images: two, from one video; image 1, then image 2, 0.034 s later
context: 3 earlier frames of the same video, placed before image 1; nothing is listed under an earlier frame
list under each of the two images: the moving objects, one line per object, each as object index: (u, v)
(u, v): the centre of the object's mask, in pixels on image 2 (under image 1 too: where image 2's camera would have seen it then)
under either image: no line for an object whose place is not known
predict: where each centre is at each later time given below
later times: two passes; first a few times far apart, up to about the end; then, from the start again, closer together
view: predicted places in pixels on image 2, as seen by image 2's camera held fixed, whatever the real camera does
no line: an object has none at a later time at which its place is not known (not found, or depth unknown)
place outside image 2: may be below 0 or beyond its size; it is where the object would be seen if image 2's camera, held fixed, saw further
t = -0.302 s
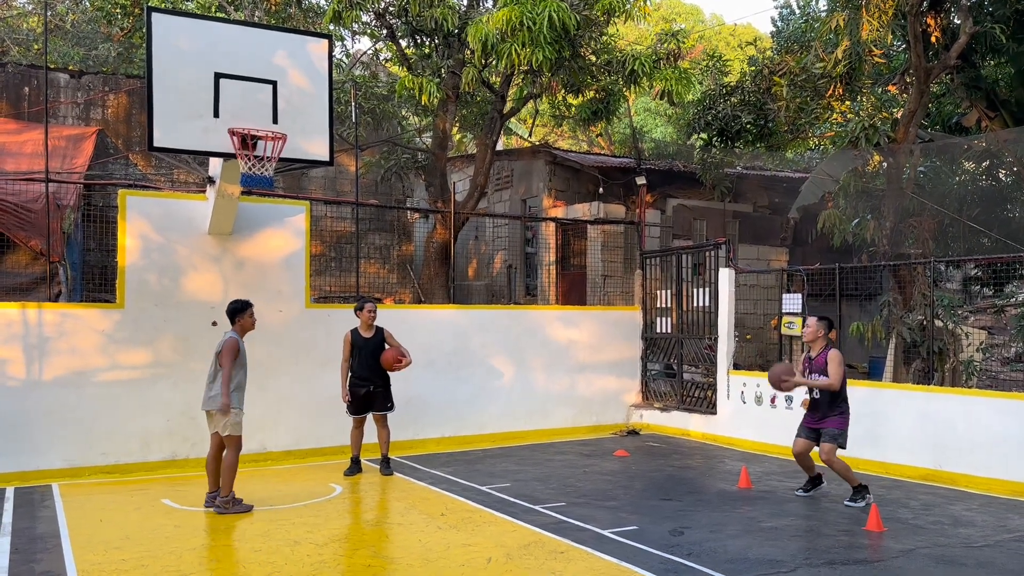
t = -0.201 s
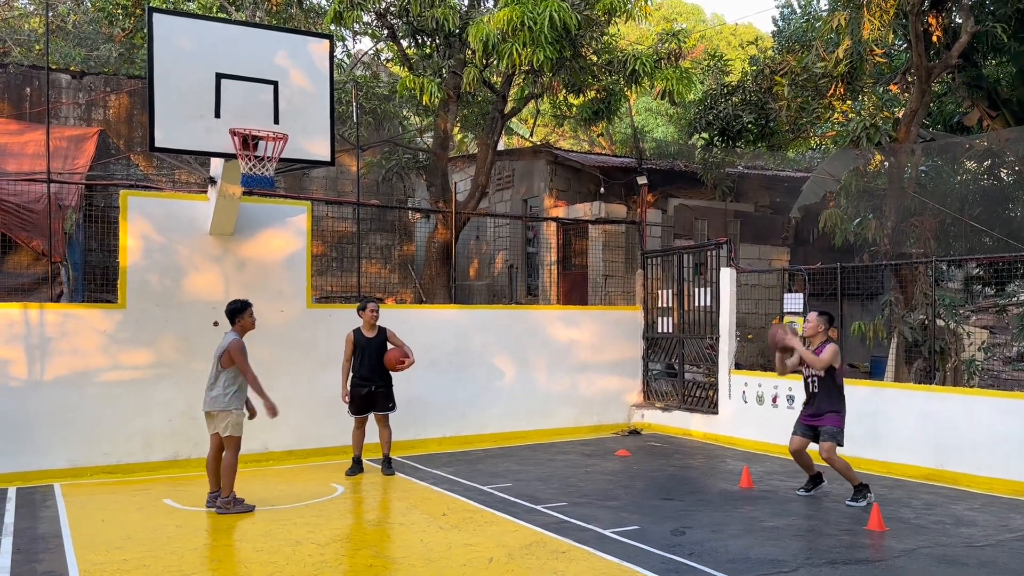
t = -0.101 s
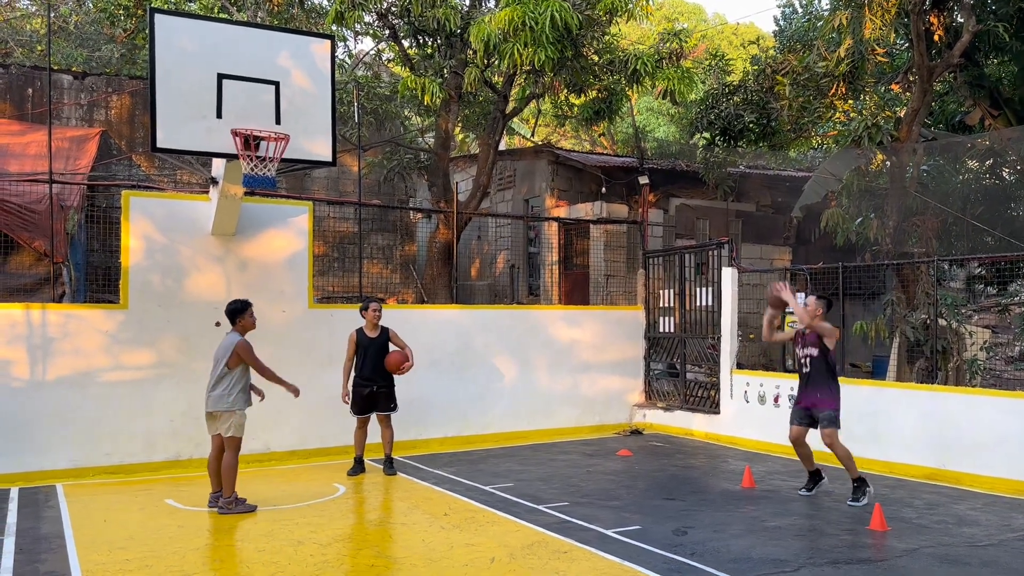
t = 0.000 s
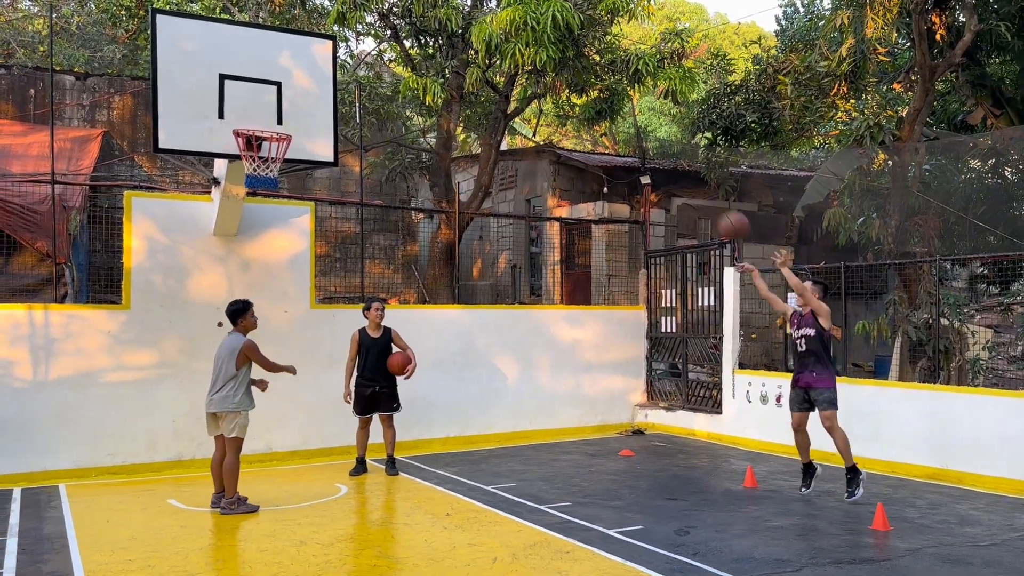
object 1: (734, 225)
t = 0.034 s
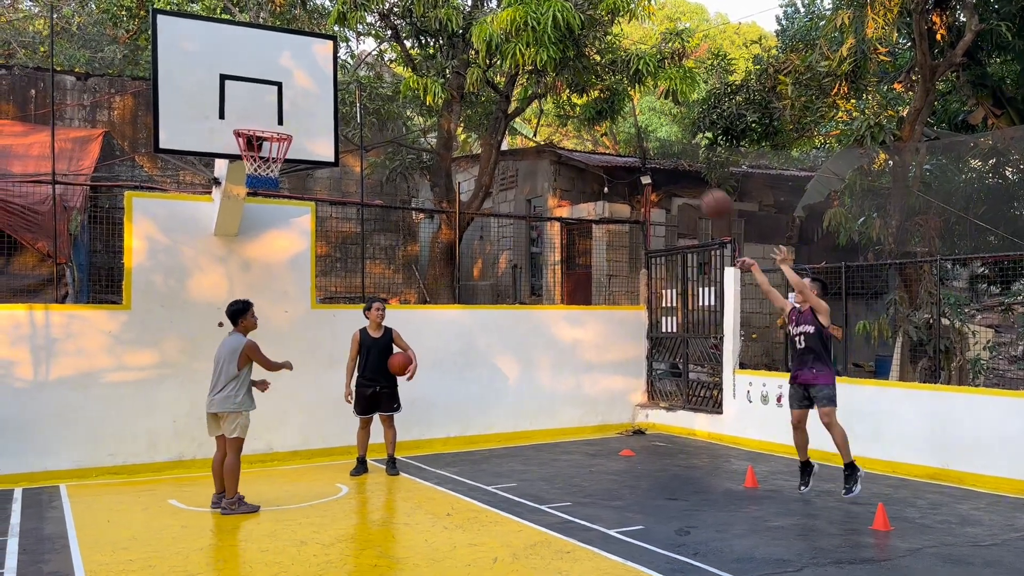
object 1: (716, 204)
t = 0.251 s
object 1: (601, 100)
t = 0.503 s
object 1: (475, 50)
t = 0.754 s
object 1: (357, 72)
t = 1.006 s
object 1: (244, 153)
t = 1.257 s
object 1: (232, 150)
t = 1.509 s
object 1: (265, 194)
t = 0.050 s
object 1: (706, 194)
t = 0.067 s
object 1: (698, 184)
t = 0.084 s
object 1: (689, 176)
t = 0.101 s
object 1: (680, 167)
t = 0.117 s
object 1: (671, 158)
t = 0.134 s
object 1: (661, 149)
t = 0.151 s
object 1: (653, 141)
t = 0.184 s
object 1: (635, 125)
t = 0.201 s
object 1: (626, 118)
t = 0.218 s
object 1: (617, 111)
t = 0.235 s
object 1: (609, 106)
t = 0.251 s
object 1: (601, 100)
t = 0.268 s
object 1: (592, 94)
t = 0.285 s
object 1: (584, 88)
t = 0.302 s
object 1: (575, 83)
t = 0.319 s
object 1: (568, 79)
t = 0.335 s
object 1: (559, 75)
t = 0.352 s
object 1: (550, 71)
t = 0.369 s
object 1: (542, 67)
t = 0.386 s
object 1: (534, 64)
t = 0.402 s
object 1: (525, 62)
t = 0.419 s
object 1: (516, 58)
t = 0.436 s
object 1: (509, 56)
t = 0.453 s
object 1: (500, 54)
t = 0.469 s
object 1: (492, 53)
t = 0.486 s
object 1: (484, 51)
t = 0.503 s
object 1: (475, 50)
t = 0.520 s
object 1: (467, 49)
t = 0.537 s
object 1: (459, 48)
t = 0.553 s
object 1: (452, 48)
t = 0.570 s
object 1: (444, 48)
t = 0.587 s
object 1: (436, 49)
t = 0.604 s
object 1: (429, 50)
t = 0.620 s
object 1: (419, 52)
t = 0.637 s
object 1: (412, 53)
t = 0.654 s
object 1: (404, 55)
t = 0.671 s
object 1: (396, 57)
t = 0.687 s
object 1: (388, 60)
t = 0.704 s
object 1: (379, 62)
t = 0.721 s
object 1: (372, 65)
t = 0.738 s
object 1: (365, 68)
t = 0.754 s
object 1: (357, 72)
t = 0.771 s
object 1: (348, 76)
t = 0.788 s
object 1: (341, 80)
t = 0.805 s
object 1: (334, 85)
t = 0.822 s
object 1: (325, 89)
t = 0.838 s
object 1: (318, 95)
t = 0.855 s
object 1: (311, 100)
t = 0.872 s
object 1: (303, 105)
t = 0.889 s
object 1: (296, 112)
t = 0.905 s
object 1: (288, 118)
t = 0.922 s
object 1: (280, 123)
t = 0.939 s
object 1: (272, 129)
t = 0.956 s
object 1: (264, 139)
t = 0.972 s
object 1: (258, 146)
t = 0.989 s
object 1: (249, 151)
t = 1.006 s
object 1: (244, 153)
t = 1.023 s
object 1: (240, 154)
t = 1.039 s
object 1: (236, 154)
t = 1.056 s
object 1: (234, 154)
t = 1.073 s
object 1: (233, 148)
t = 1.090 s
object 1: (231, 148)
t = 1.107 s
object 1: (231, 147)
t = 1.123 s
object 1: (232, 147)
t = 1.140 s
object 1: (232, 145)
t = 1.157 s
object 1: (232, 145)
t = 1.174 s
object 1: (232, 145)
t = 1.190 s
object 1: (232, 145)
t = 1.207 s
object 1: (232, 146)
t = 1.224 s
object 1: (233, 147)
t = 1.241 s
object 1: (232, 148)
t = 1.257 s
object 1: (232, 150)
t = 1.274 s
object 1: (231, 149)
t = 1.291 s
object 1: (231, 153)
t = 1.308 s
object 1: (232, 156)
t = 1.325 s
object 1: (232, 155)
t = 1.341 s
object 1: (236, 154)
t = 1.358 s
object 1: (243, 161)
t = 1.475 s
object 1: (259, 191)
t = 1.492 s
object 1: (263, 192)
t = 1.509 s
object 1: (265, 194)
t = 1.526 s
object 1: (268, 197)
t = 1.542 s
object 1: (271, 201)
